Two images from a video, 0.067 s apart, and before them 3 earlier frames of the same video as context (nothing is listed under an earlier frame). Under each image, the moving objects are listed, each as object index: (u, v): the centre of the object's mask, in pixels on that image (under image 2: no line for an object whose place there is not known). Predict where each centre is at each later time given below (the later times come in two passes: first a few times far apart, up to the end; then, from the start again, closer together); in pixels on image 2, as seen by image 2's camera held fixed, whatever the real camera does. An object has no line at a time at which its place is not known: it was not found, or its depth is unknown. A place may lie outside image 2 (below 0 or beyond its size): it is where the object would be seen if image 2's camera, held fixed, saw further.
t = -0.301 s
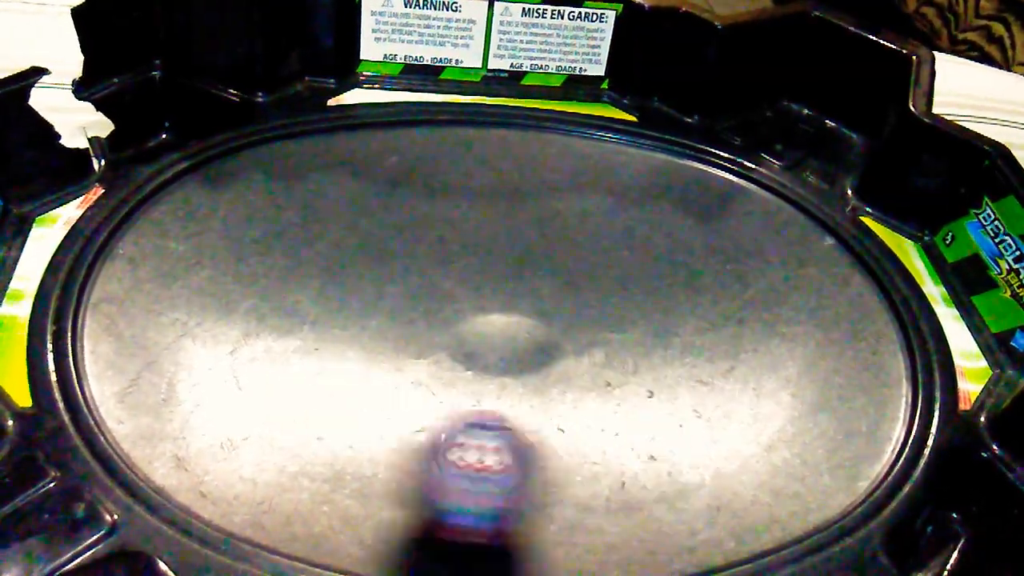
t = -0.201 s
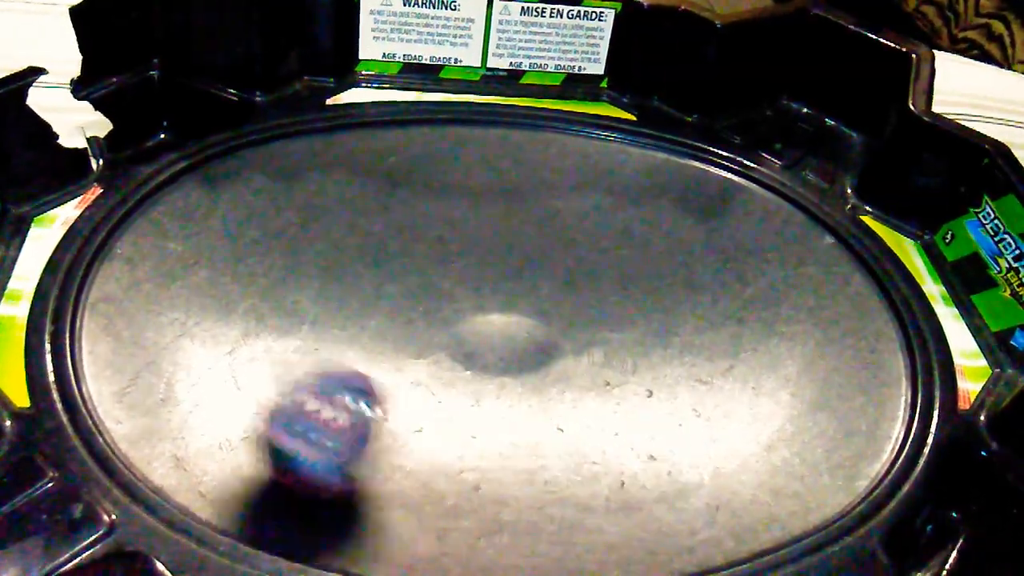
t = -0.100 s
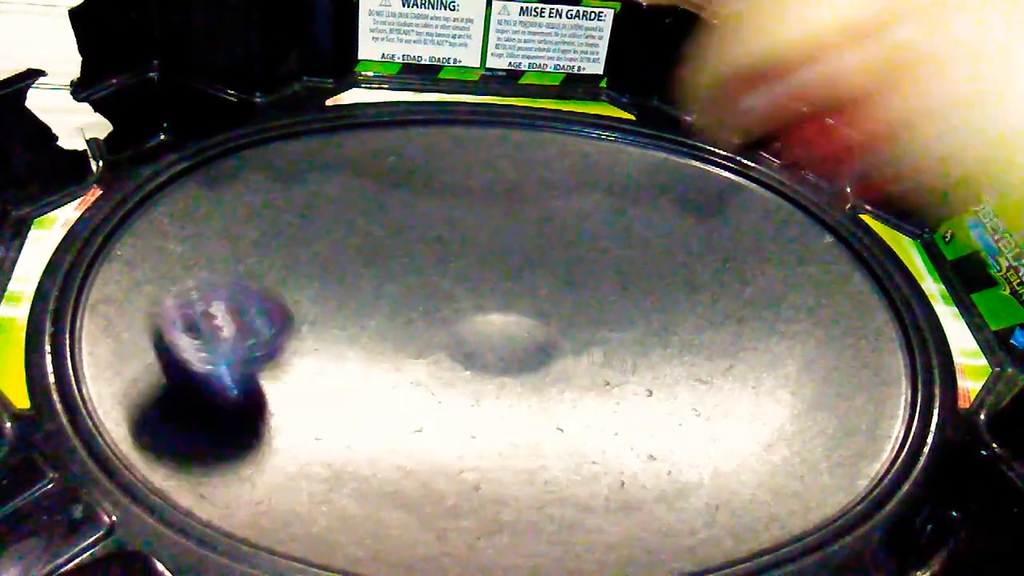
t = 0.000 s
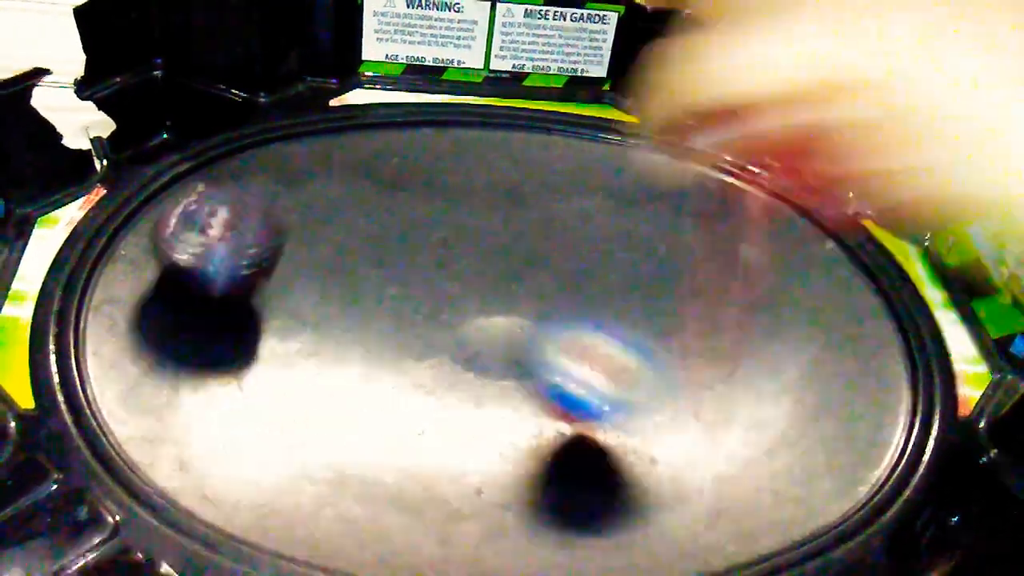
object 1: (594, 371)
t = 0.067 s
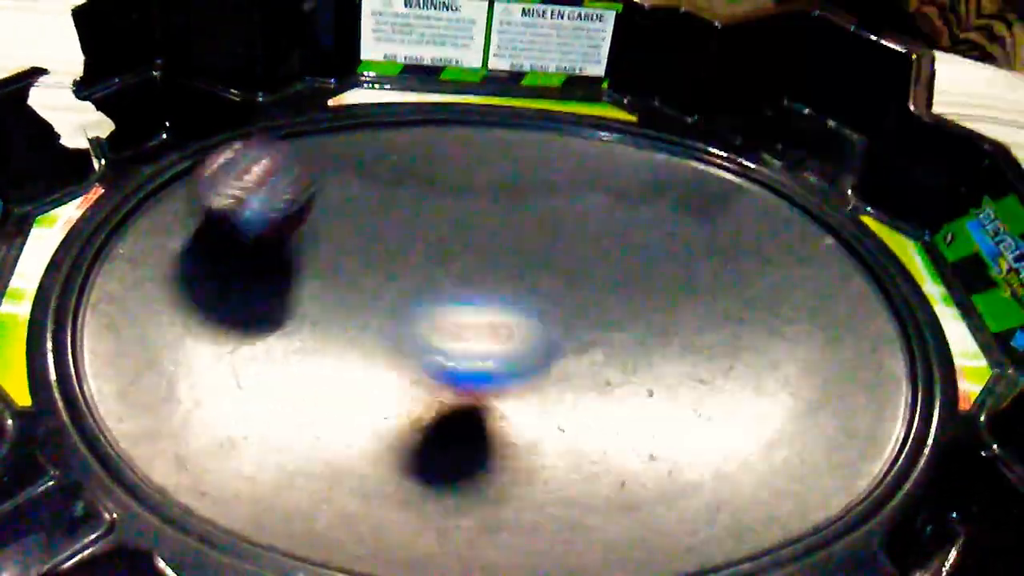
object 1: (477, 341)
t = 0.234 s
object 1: (227, 266)
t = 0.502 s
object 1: (103, 320)
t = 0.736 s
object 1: (368, 489)
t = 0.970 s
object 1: (431, 268)
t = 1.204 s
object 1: (362, 104)
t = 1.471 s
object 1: (445, 44)
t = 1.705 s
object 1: (644, 308)
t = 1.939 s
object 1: (735, 516)
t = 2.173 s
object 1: (524, 361)
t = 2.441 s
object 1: (430, 151)
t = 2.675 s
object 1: (385, 124)
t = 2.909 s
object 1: (400, 246)
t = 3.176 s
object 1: (600, 399)
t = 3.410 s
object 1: (726, 391)
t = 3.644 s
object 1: (713, 341)
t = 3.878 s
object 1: (743, 438)
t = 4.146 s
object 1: (609, 455)
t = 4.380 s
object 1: (555, 472)
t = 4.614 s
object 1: (445, 334)
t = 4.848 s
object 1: (432, 381)
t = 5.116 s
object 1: (419, 357)
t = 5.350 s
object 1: (380, 317)
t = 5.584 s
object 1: (381, 274)
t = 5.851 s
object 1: (445, 272)
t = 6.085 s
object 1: (533, 294)
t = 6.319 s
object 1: (753, 293)
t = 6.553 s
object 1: (783, 286)
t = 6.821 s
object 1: (583, 328)
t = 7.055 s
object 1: (589, 339)
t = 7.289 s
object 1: (635, 371)
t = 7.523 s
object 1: (583, 403)
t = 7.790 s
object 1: (620, 478)
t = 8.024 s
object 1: (629, 480)
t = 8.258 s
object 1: (538, 382)
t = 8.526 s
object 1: (356, 409)
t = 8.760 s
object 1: (328, 411)
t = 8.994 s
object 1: (379, 346)
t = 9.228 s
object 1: (342, 285)
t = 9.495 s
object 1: (331, 295)
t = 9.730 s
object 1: (330, 318)
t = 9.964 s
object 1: (442, 326)
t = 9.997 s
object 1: (458, 321)
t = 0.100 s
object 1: (410, 323)
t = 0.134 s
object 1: (360, 309)
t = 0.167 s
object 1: (312, 290)
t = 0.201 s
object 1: (271, 277)
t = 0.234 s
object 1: (227, 266)
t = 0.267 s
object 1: (192, 256)
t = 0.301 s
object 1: (163, 254)
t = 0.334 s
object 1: (137, 254)
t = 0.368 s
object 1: (122, 259)
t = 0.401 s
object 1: (107, 269)
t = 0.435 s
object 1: (100, 282)
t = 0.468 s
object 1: (99, 300)
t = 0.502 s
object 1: (103, 320)
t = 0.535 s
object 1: (114, 343)
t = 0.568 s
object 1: (132, 372)
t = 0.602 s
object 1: (161, 399)
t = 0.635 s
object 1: (197, 428)
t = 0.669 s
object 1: (251, 459)
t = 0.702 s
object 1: (309, 478)
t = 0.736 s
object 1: (368, 489)
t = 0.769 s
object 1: (428, 491)
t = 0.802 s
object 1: (482, 481)
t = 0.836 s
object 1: (471, 440)
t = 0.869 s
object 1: (463, 391)
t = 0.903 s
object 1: (455, 350)
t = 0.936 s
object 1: (442, 307)
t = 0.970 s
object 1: (431, 268)
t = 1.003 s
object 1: (421, 230)
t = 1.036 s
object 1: (410, 197)
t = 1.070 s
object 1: (400, 166)
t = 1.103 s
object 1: (391, 143)
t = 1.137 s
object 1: (381, 123)
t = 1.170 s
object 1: (370, 110)
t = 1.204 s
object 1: (362, 104)
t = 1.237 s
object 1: (355, 103)
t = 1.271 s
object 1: (350, 107)
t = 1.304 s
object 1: (346, 117)
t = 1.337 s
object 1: (344, 130)
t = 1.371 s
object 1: (357, 107)
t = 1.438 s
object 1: (420, 35)
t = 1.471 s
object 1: (445, 44)
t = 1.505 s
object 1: (473, 69)
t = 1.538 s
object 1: (505, 119)
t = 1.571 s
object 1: (532, 150)
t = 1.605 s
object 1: (558, 181)
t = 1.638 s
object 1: (587, 220)
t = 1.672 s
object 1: (615, 261)
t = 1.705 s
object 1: (644, 308)
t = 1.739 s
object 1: (670, 349)
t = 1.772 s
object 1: (696, 390)
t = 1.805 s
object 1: (728, 438)
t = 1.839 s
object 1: (752, 482)
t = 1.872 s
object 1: (757, 496)
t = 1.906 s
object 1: (753, 513)
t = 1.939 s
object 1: (735, 516)
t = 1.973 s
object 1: (709, 514)
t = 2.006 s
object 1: (680, 507)
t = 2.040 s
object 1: (646, 490)
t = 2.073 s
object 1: (610, 462)
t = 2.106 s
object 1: (576, 432)
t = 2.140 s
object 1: (548, 395)
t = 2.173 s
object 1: (524, 361)
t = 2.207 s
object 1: (504, 332)
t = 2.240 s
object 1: (489, 302)
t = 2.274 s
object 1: (469, 269)
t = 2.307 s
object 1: (459, 243)
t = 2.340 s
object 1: (451, 215)
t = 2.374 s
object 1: (443, 188)
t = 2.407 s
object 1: (436, 169)
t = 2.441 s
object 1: (430, 151)
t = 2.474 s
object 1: (425, 137)
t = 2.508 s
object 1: (418, 125)
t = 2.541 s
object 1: (412, 117)
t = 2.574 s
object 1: (406, 115)
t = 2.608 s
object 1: (398, 116)
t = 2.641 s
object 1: (392, 118)
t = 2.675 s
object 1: (385, 124)
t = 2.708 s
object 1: (381, 136)
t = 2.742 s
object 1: (375, 149)
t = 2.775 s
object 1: (371, 164)
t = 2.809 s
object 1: (372, 182)
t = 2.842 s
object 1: (377, 202)
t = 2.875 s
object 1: (386, 223)
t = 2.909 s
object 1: (400, 246)
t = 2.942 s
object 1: (418, 271)
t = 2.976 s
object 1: (438, 292)
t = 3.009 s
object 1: (465, 314)
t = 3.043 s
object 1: (489, 334)
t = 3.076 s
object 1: (515, 355)
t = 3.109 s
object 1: (542, 372)
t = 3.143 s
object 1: (573, 386)
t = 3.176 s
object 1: (600, 399)
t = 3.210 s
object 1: (629, 405)
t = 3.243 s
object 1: (656, 412)
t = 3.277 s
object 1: (678, 415)
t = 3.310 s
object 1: (696, 412)
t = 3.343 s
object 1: (711, 407)
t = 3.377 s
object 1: (721, 400)
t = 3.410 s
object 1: (726, 391)
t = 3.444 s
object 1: (728, 379)
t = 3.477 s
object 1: (726, 368)
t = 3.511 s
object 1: (721, 355)
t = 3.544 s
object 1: (714, 344)
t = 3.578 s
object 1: (701, 330)
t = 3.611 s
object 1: (694, 325)
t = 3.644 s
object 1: (713, 341)
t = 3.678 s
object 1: (728, 362)
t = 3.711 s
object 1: (742, 380)
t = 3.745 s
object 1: (752, 395)
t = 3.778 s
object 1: (759, 411)
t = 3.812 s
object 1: (757, 425)
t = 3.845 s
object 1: (753, 432)
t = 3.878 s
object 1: (743, 438)
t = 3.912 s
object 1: (728, 441)
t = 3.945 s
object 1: (709, 441)
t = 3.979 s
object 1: (686, 438)
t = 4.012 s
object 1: (659, 431)
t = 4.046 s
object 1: (625, 419)
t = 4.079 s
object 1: (605, 415)
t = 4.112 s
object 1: (609, 436)
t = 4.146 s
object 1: (609, 455)
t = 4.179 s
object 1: (608, 468)
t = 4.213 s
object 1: (605, 478)
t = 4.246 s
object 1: (600, 485)
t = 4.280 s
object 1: (592, 486)
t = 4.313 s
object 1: (582, 485)
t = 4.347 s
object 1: (569, 480)
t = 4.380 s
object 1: (555, 472)
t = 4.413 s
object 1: (540, 460)
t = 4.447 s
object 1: (526, 443)
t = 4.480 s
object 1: (508, 424)
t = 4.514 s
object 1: (493, 403)
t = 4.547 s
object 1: (476, 378)
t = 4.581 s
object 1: (461, 363)
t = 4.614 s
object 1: (445, 334)
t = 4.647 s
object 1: (439, 331)
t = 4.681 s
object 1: (437, 329)
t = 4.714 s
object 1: (436, 342)
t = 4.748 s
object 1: (435, 360)
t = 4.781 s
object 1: (435, 370)
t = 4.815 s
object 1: (434, 375)
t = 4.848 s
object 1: (432, 381)
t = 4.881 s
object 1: (431, 383)
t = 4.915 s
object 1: (429, 385)
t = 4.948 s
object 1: (428, 383)
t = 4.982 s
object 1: (426, 378)
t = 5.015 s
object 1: (424, 376)
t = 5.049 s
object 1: (423, 369)
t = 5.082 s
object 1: (422, 364)
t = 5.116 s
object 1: (419, 357)
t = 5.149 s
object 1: (423, 343)
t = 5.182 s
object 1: (416, 341)
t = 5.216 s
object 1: (406, 336)
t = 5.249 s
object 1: (398, 332)
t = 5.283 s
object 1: (391, 328)
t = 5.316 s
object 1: (384, 320)
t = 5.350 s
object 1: (380, 317)
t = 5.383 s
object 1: (376, 311)
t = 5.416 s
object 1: (373, 304)
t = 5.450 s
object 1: (373, 297)
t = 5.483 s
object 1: (372, 291)
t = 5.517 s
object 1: (375, 285)
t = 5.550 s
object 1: (377, 280)
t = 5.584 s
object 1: (381, 274)
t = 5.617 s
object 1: (386, 270)
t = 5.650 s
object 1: (392, 266)
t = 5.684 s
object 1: (398, 265)
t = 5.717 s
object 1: (407, 264)
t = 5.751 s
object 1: (414, 264)
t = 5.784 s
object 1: (425, 266)
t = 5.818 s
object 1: (435, 267)
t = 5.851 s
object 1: (445, 272)
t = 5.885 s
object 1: (456, 275)
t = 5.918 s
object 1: (468, 280)
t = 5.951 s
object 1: (481, 285)
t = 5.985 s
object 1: (495, 288)
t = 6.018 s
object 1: (508, 291)
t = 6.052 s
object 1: (520, 293)
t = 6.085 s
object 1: (533, 294)
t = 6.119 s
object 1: (558, 296)
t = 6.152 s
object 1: (597, 298)
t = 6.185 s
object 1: (635, 298)
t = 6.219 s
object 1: (669, 297)
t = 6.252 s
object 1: (701, 295)
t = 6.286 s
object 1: (728, 295)
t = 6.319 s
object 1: (753, 293)
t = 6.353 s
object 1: (772, 290)
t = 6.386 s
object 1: (786, 289)
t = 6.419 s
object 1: (796, 286)
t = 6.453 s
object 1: (800, 285)
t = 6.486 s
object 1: (798, 285)
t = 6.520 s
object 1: (793, 285)
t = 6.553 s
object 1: (783, 286)
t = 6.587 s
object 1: (766, 290)
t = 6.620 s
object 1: (749, 293)
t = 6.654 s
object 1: (727, 297)
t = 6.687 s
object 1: (703, 302)
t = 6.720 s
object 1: (676, 307)
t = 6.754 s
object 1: (649, 313)
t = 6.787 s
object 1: (616, 322)
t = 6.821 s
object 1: (583, 328)
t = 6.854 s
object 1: (551, 335)
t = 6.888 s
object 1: (525, 338)
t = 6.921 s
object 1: (530, 337)
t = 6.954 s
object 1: (546, 336)
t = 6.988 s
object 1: (562, 333)
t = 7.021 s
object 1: (577, 338)
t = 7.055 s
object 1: (589, 339)
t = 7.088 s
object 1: (600, 341)
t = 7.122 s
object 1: (611, 345)
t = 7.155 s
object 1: (619, 349)
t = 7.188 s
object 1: (626, 354)
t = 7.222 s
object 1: (631, 358)
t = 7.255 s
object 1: (633, 364)
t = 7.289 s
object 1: (635, 371)
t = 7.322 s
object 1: (633, 377)
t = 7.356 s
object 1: (631, 383)
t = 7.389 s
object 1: (625, 388)
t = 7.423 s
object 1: (617, 394)
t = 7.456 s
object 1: (607, 399)
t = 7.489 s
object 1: (595, 401)
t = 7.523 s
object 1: (583, 403)
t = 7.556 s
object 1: (566, 406)
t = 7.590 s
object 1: (548, 406)
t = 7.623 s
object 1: (539, 408)
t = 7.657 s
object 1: (560, 424)
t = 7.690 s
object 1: (579, 443)
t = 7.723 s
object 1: (594, 458)
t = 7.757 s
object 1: (608, 469)
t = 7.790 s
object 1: (620, 478)
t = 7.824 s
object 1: (628, 485)
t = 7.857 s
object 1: (633, 491)
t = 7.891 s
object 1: (638, 493)
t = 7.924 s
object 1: (639, 493)
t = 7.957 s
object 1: (638, 491)
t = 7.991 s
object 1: (634, 487)
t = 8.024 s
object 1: (629, 480)
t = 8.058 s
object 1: (622, 472)
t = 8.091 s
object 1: (613, 461)
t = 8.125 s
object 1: (600, 445)
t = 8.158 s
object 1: (586, 427)
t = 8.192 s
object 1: (569, 410)
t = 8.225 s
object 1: (551, 393)
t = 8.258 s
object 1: (538, 382)
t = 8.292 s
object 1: (522, 385)
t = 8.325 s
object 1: (498, 388)
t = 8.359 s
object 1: (473, 391)
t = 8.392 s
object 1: (448, 394)
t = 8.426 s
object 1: (421, 397)
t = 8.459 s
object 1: (398, 402)
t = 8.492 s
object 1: (373, 405)
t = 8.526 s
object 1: (356, 409)
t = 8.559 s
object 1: (342, 412)
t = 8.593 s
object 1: (331, 414)
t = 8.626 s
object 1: (325, 416)
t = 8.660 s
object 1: (321, 417)
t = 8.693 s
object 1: (320, 416)
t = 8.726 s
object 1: (322, 414)
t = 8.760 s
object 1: (328, 411)
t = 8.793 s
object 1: (336, 403)
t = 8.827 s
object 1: (346, 396)
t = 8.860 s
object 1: (358, 388)
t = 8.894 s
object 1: (371, 378)
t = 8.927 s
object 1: (382, 367)
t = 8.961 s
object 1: (383, 357)
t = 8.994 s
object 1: (379, 346)
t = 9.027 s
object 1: (375, 337)
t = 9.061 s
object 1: (370, 327)
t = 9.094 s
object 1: (367, 317)
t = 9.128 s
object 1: (360, 308)
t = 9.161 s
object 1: (355, 299)
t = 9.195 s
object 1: (347, 291)
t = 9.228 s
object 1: (342, 285)
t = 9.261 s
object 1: (337, 281)
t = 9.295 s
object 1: (331, 277)
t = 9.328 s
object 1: (327, 277)
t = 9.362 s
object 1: (324, 277)
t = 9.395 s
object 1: (322, 280)
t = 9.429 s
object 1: (323, 285)
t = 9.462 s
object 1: (326, 289)
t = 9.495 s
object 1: (331, 295)
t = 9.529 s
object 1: (340, 301)
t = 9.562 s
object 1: (332, 303)
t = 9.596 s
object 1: (324, 305)
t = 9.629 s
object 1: (319, 308)
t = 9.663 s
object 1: (318, 311)
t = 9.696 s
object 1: (322, 315)
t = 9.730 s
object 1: (330, 318)
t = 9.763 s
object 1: (339, 321)
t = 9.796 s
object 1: (351, 325)
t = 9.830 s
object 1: (366, 328)
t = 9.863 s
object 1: (384, 328)
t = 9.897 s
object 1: (403, 330)
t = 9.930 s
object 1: (421, 328)
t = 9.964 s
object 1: (442, 326)
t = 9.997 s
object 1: (458, 321)
